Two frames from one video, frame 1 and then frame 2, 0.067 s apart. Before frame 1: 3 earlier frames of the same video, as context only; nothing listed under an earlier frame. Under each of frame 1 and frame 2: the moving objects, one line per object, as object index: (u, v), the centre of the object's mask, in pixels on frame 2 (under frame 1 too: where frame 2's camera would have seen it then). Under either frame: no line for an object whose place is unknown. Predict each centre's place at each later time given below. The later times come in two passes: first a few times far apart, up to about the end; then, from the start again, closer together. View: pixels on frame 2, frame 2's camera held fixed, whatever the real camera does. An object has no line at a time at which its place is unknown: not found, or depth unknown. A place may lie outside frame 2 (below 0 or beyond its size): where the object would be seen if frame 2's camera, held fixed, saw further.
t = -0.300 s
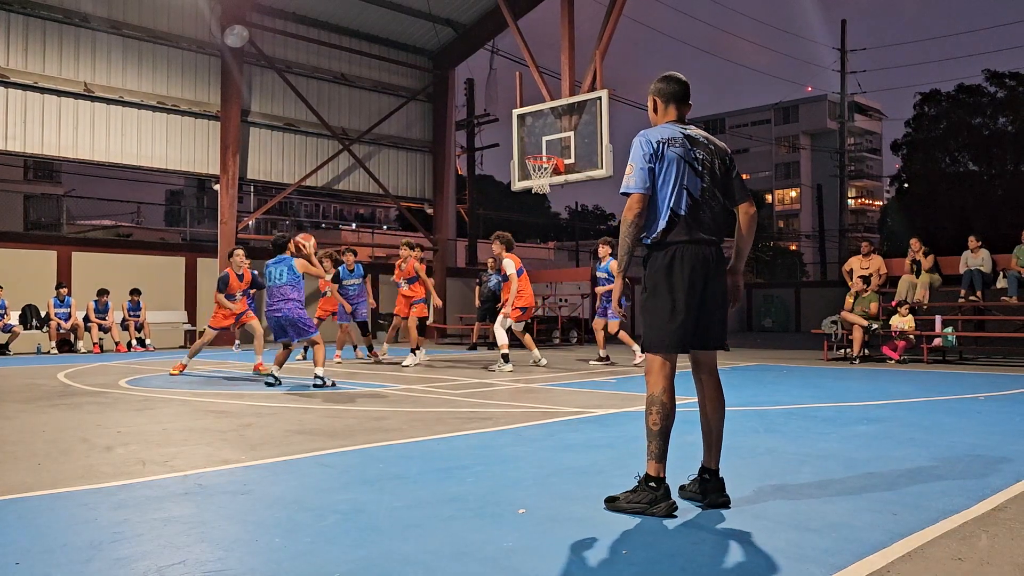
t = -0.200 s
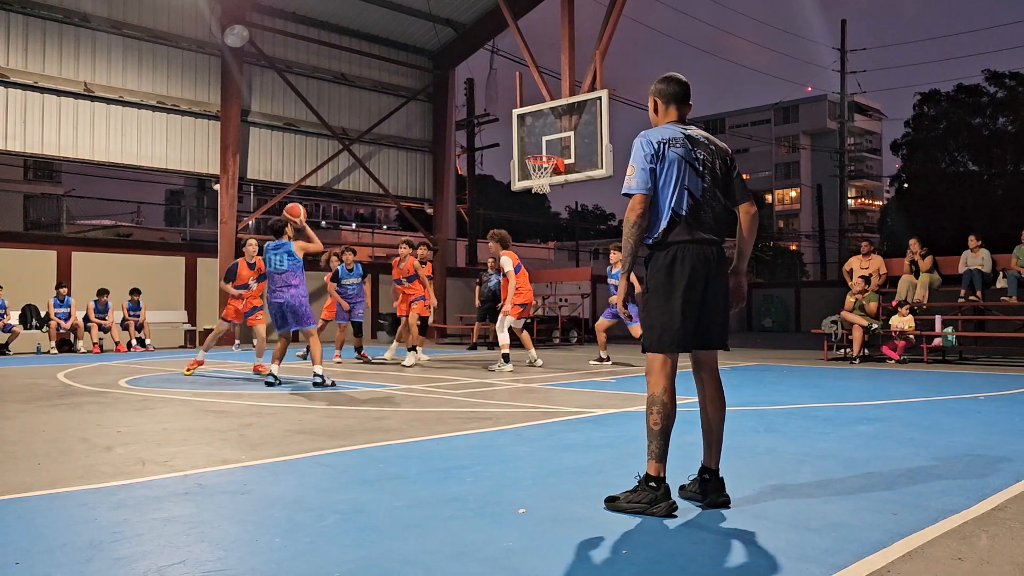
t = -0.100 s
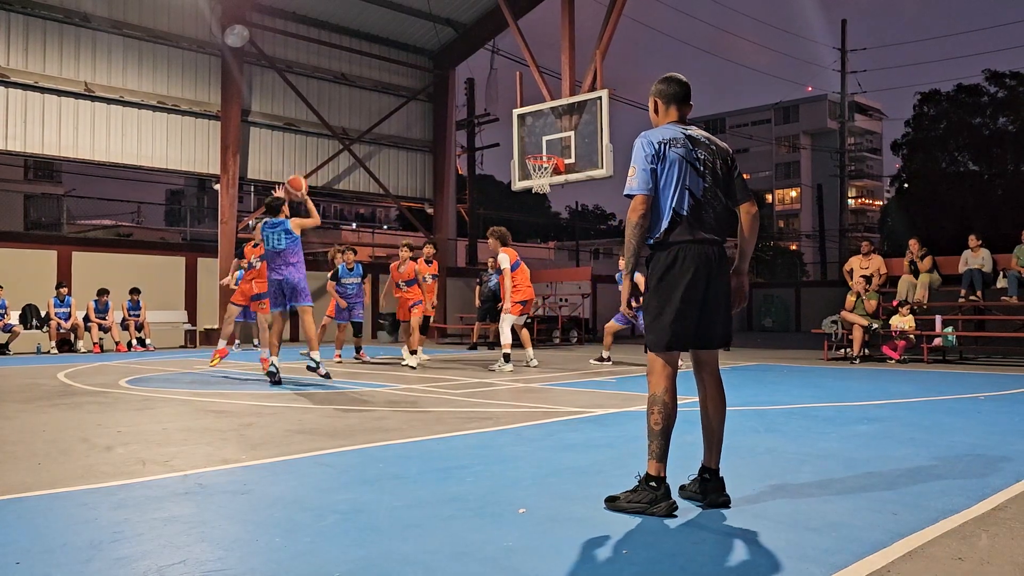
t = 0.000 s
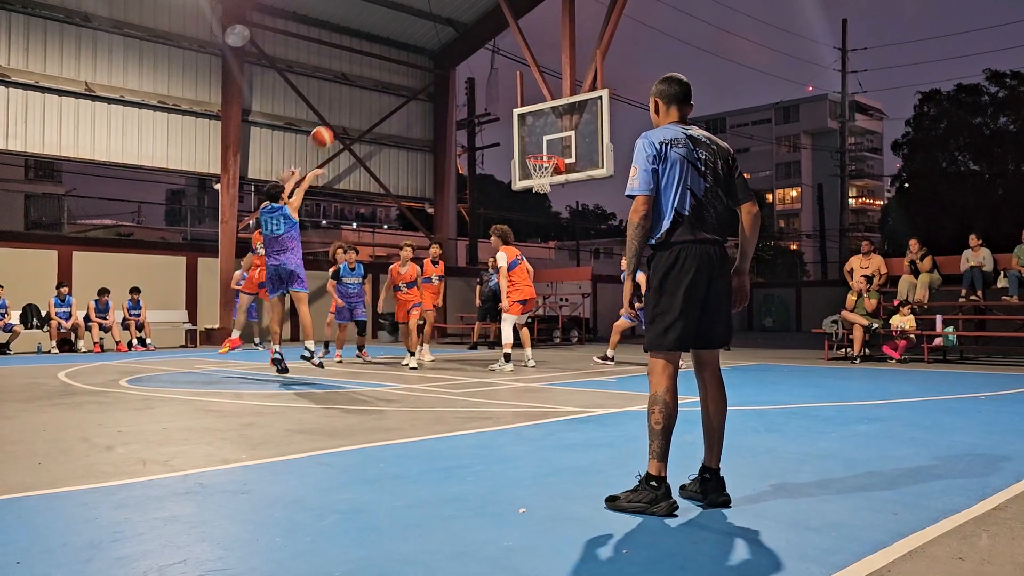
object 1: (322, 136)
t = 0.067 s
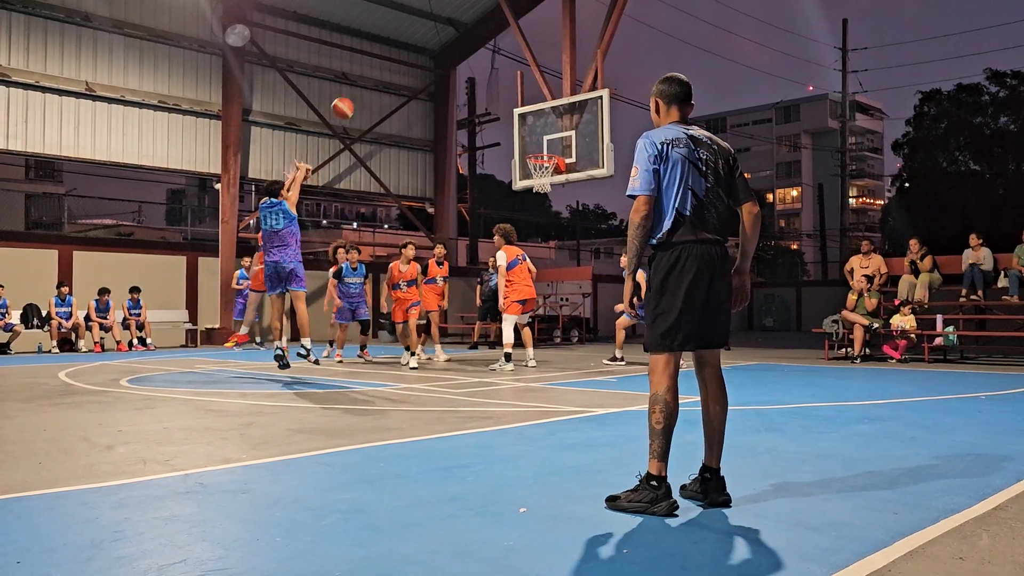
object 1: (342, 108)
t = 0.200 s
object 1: (379, 65)
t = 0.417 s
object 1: (432, 34)
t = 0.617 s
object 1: (475, 40)
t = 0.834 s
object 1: (516, 75)
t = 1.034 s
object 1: (549, 130)
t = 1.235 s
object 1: (543, 161)
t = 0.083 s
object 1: (348, 101)
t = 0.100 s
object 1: (352, 95)
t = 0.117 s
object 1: (357, 88)
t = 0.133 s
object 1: (362, 83)
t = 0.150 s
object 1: (366, 78)
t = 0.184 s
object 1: (375, 69)
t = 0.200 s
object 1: (379, 65)
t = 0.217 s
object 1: (383, 61)
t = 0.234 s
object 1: (388, 58)
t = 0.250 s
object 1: (392, 55)
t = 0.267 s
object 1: (396, 52)
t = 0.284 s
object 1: (400, 49)
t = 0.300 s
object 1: (404, 46)
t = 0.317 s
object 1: (409, 44)
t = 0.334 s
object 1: (413, 41)
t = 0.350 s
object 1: (417, 39)
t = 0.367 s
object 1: (421, 38)
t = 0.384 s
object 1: (425, 36)
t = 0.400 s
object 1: (428, 35)
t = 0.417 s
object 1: (432, 34)
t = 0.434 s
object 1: (436, 34)
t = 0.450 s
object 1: (440, 33)
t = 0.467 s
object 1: (444, 33)
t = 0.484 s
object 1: (447, 33)
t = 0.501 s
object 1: (451, 33)
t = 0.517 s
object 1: (455, 33)
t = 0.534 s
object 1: (458, 34)
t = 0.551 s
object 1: (462, 35)
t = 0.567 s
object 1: (465, 35)
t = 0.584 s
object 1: (468, 37)
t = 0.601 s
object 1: (472, 38)
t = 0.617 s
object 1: (475, 40)
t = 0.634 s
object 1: (478, 41)
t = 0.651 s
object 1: (482, 43)
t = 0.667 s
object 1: (485, 45)
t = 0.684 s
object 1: (488, 47)
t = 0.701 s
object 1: (491, 50)
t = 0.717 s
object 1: (494, 52)
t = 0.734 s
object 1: (497, 55)
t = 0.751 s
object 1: (500, 58)
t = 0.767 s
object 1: (504, 61)
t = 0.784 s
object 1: (507, 64)
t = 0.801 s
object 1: (510, 68)
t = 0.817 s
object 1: (513, 71)
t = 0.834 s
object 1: (516, 75)
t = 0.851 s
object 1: (518, 78)
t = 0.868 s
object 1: (521, 82)
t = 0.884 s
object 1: (524, 87)
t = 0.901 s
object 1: (527, 91)
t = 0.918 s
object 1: (530, 96)
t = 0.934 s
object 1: (532, 100)
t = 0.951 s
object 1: (535, 105)
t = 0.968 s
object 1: (538, 110)
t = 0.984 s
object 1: (540, 115)
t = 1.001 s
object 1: (543, 119)
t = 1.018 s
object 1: (545, 125)
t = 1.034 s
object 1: (549, 130)
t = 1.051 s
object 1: (551, 136)
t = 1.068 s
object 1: (548, 139)
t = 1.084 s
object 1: (545, 142)
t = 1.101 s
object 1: (542, 145)
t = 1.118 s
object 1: (540, 148)
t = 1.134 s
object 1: (536, 151)
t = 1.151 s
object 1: (534, 155)
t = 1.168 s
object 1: (536, 155)
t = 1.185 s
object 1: (538, 156)
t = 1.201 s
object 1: (538, 158)
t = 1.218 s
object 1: (539, 159)
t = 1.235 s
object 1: (543, 161)
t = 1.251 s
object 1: (545, 162)
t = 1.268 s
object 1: (545, 162)
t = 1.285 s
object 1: (541, 163)
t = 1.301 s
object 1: (540, 162)
